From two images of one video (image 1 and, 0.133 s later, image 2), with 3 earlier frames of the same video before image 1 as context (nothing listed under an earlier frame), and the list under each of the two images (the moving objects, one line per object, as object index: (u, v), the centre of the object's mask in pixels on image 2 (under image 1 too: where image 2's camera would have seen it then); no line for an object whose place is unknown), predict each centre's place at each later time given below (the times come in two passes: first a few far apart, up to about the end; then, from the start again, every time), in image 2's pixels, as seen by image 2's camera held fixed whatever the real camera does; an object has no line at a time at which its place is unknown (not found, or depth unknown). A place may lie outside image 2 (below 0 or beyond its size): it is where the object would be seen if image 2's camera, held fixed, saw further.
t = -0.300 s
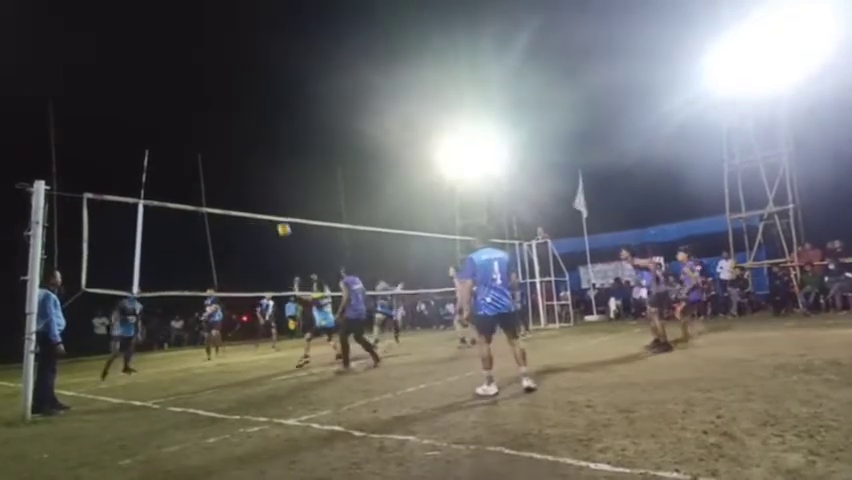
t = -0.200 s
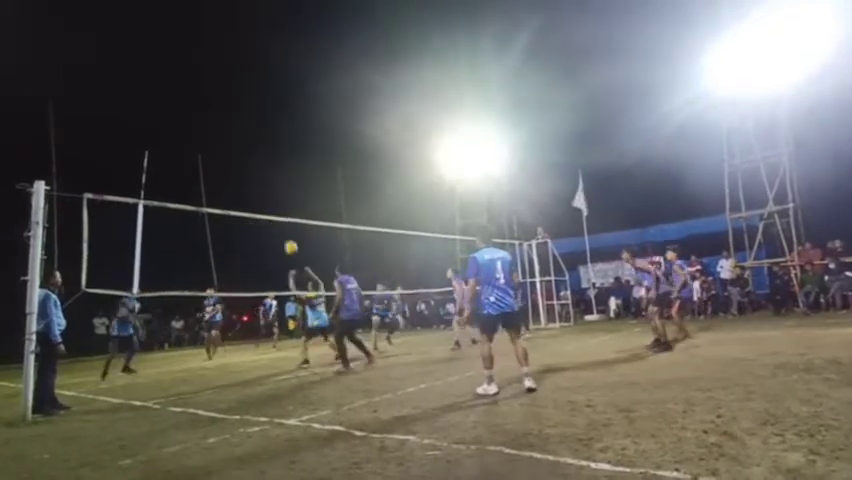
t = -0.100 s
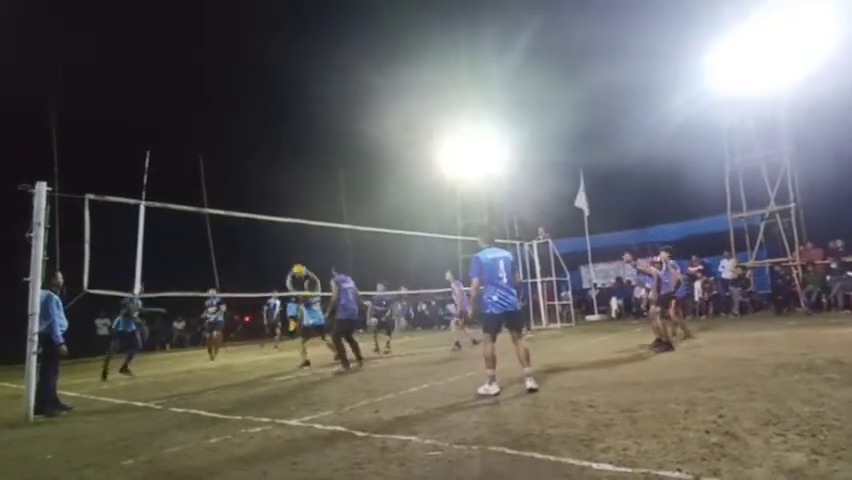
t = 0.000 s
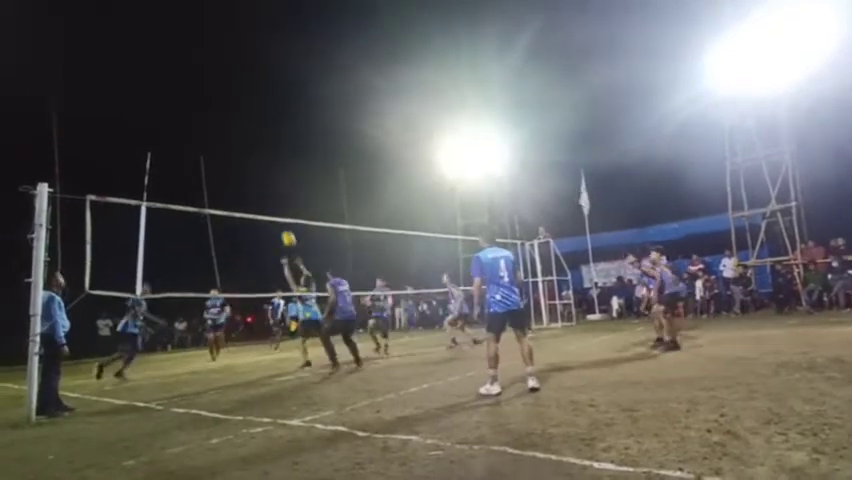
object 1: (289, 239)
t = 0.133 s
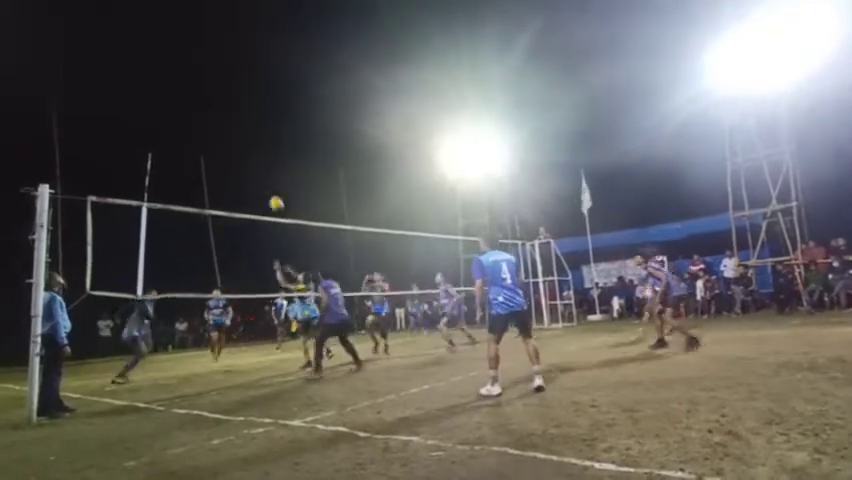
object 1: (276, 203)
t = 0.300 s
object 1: (260, 174)
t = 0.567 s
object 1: (235, 155)
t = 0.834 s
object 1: (211, 175)
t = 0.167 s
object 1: (273, 196)
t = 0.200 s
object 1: (270, 189)
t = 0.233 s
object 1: (267, 184)
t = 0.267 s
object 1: (264, 179)
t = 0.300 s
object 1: (260, 174)
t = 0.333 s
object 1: (258, 169)
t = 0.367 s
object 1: (255, 166)
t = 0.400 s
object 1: (251, 162)
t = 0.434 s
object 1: (248, 160)
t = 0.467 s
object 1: (245, 157)
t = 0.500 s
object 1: (242, 156)
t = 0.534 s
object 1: (239, 155)
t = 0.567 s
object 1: (235, 155)
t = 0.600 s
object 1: (233, 155)
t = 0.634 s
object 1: (230, 157)
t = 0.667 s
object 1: (226, 158)
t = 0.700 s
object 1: (224, 160)
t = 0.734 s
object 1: (220, 163)
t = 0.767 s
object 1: (218, 166)
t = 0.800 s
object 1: (214, 170)
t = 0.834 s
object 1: (211, 175)
